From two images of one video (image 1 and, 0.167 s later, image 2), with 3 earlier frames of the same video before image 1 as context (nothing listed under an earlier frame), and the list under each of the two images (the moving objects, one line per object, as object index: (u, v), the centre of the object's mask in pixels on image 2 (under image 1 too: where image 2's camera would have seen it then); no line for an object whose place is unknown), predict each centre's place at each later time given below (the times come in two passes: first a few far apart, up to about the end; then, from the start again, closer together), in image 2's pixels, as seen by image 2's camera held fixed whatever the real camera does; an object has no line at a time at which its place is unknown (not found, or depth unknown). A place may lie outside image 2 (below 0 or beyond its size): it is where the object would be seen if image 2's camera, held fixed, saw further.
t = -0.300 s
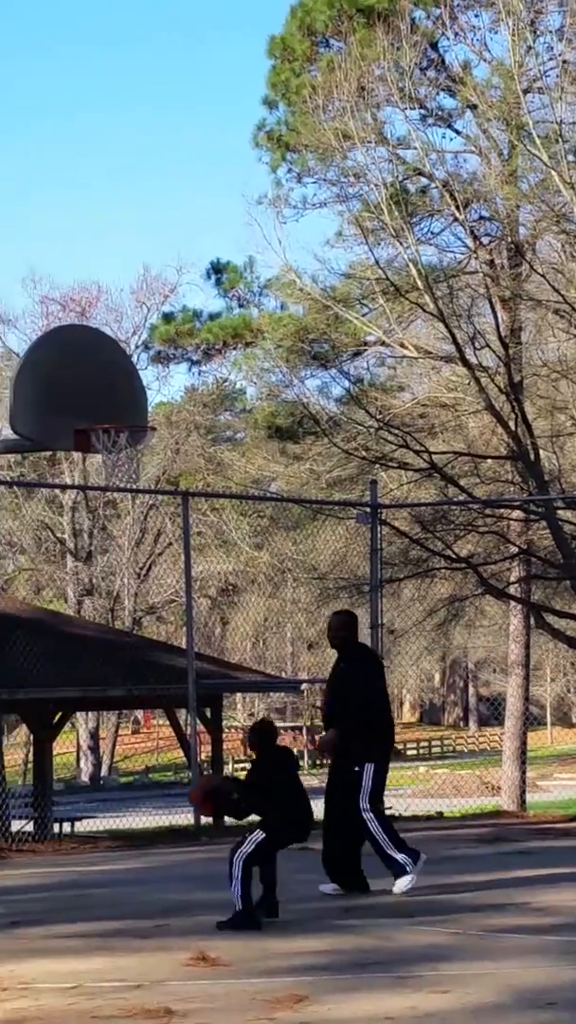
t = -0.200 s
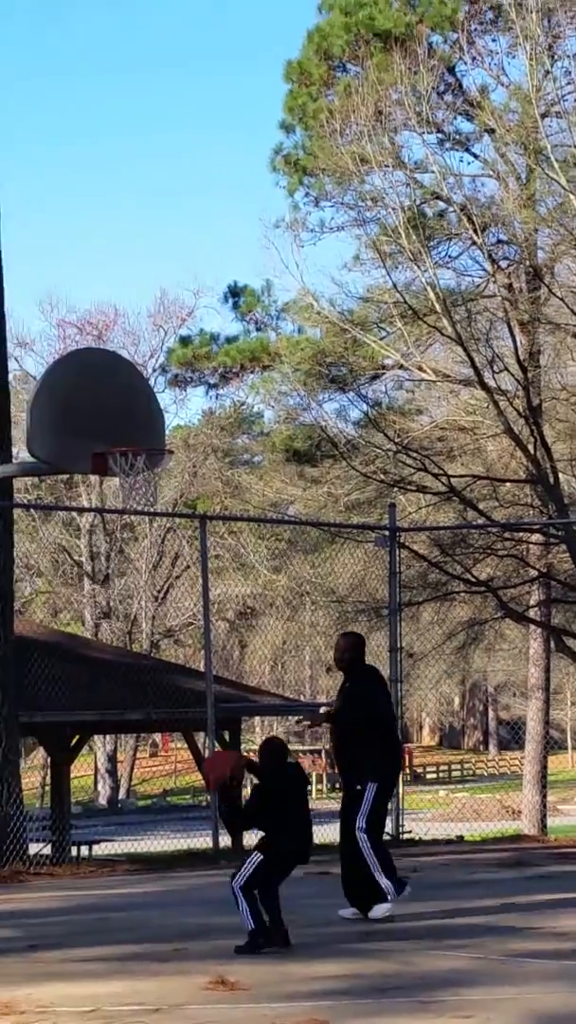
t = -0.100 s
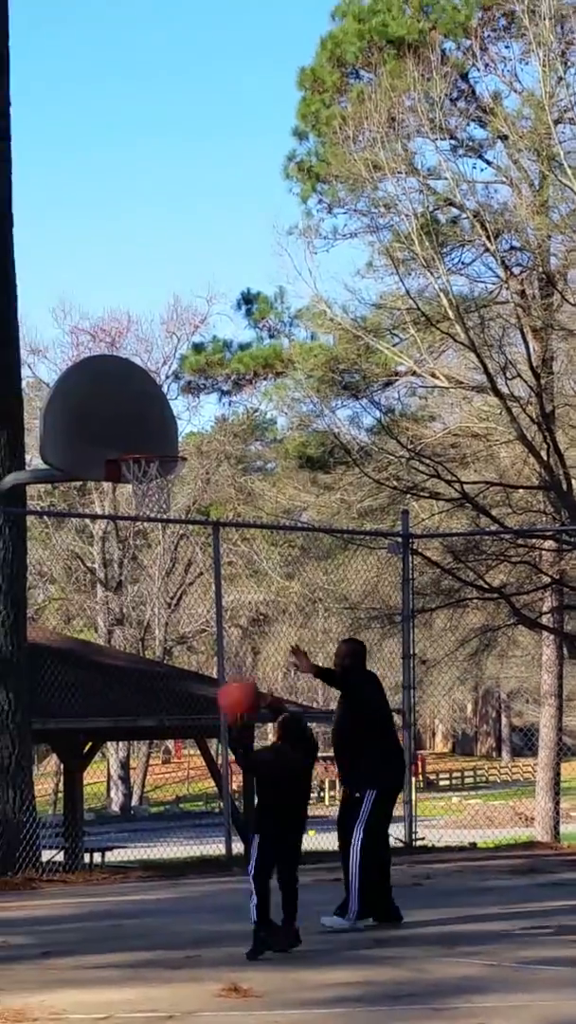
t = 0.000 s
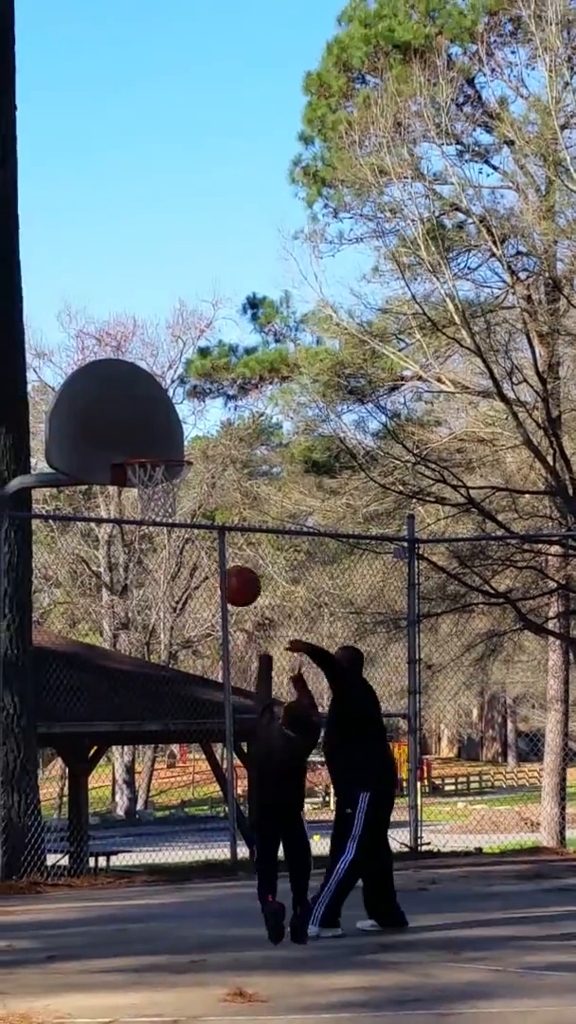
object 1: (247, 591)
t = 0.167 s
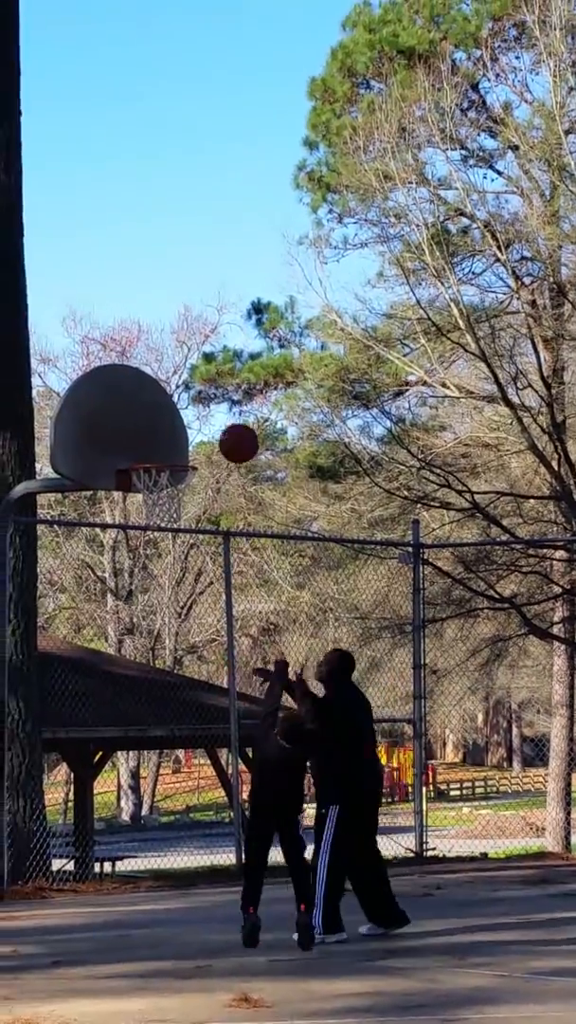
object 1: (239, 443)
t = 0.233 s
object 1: (236, 400)
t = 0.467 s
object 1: (226, 310)
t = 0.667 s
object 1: (218, 307)
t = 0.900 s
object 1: (209, 374)
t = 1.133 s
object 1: (211, 430)
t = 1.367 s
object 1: (240, 401)
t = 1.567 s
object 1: (262, 438)
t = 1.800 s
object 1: (285, 547)
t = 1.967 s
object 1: (301, 667)
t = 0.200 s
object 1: (237, 421)
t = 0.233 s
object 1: (236, 400)
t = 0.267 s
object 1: (235, 382)
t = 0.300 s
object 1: (233, 365)
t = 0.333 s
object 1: (231, 349)
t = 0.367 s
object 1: (228, 337)
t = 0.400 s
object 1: (227, 327)
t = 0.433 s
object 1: (226, 318)
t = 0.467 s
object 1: (226, 310)
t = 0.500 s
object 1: (223, 303)
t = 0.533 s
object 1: (220, 298)
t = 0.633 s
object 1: (220, 303)
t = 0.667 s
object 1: (218, 307)
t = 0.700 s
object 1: (217, 312)
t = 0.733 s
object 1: (216, 319)
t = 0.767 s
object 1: (215, 326)
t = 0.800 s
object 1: (213, 336)
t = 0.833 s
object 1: (211, 346)
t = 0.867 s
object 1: (211, 360)
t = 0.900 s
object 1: (209, 374)
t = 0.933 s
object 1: (208, 389)
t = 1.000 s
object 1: (204, 424)
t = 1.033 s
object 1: (203, 444)
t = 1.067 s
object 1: (204, 451)
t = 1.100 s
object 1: (208, 439)
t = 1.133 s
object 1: (211, 430)
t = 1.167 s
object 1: (216, 421)
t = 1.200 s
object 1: (220, 414)
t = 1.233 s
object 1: (224, 409)
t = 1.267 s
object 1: (228, 405)
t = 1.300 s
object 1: (232, 402)
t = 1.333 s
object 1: (236, 401)
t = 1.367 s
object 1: (240, 401)
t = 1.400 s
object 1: (243, 404)
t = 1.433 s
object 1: (247, 407)
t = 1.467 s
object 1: (251, 413)
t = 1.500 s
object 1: (255, 419)
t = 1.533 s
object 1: (259, 428)
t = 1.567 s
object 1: (262, 438)
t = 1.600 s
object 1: (266, 449)
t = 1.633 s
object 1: (270, 461)
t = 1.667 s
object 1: (272, 475)
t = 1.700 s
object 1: (276, 490)
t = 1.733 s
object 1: (279, 508)
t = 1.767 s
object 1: (282, 526)
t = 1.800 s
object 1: (285, 547)
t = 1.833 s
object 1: (288, 566)
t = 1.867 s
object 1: (290, 589)
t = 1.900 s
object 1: (295, 614)
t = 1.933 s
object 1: (298, 640)
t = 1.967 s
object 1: (301, 667)
